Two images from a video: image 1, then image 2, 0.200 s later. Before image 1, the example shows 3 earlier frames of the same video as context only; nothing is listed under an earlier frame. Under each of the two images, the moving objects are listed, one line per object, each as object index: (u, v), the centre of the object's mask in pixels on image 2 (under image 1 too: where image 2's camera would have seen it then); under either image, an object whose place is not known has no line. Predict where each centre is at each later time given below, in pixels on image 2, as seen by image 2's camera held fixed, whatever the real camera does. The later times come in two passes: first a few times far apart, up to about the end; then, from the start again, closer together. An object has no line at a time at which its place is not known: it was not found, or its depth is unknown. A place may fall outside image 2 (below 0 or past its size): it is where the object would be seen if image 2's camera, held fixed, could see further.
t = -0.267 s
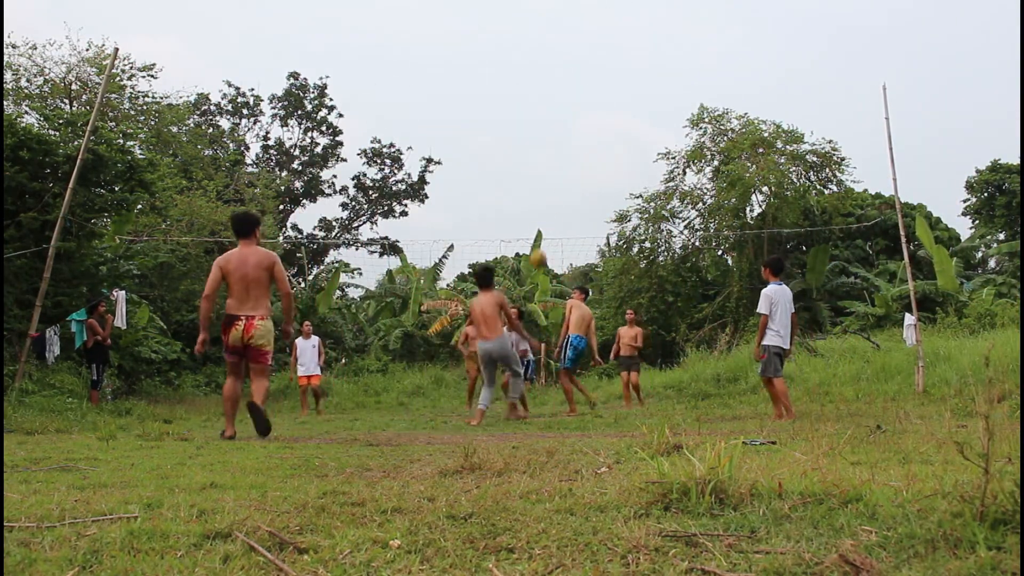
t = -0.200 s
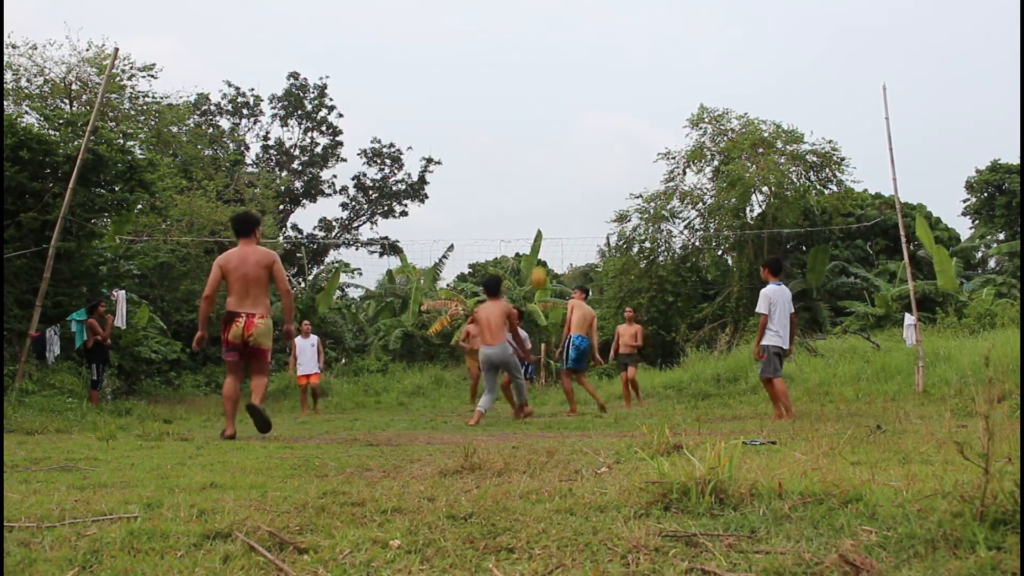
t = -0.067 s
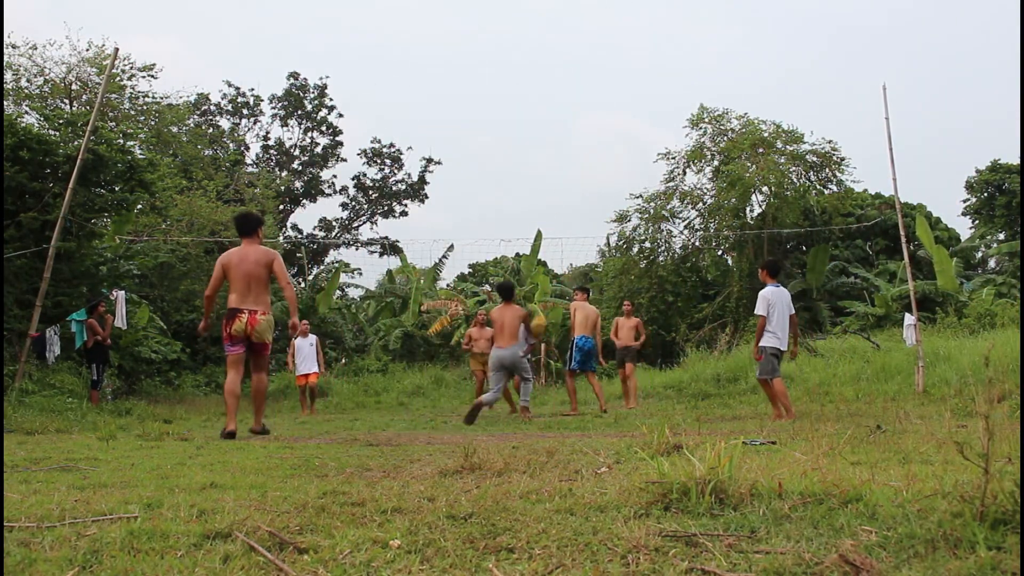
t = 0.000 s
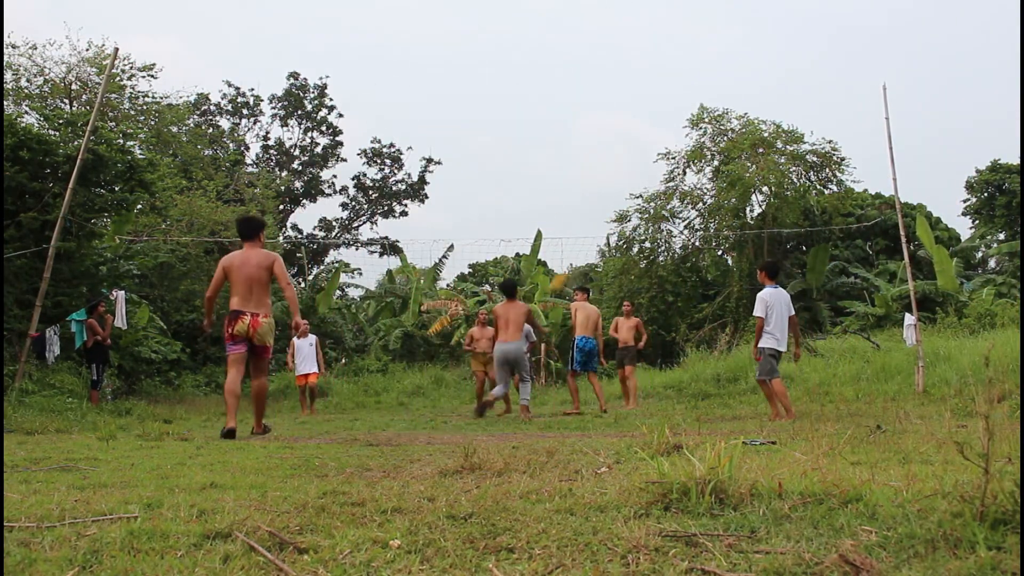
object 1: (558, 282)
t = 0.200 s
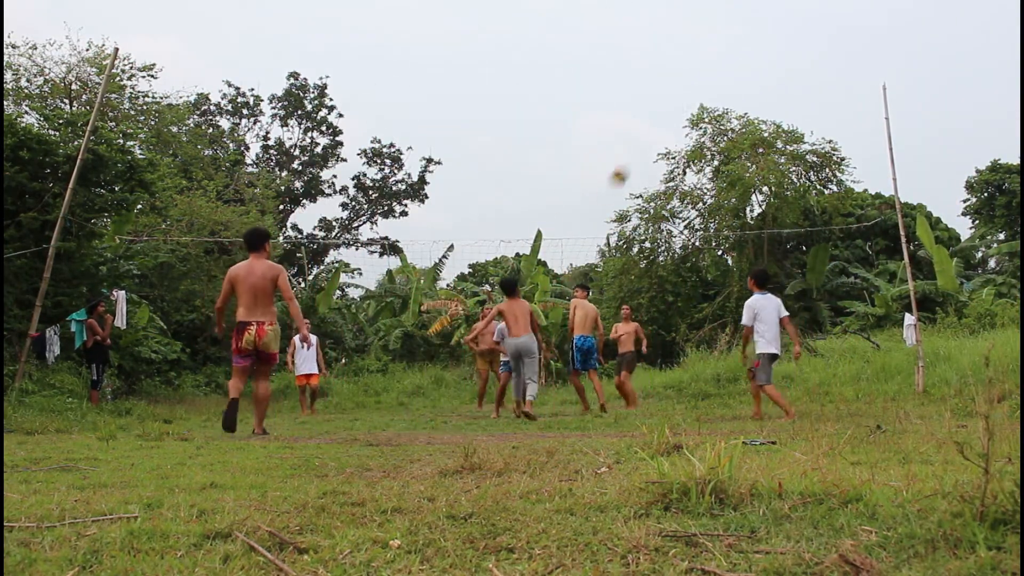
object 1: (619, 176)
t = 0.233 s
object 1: (630, 162)
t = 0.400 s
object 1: (678, 107)
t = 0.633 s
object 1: (745, 70)
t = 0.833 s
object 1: (803, 73)
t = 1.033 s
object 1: (863, 110)
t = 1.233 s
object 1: (922, 178)
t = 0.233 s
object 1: (630, 162)
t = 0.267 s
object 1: (639, 149)
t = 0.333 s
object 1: (659, 126)
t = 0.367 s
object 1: (668, 116)
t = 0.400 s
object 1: (678, 107)
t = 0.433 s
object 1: (688, 99)
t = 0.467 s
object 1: (698, 92)
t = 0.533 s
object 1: (717, 80)
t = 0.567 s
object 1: (726, 76)
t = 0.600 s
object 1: (736, 73)
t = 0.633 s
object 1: (745, 70)
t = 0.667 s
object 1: (755, 68)
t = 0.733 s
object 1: (775, 68)
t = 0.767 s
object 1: (785, 69)
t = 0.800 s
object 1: (794, 71)
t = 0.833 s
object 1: (803, 73)
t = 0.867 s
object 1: (813, 77)
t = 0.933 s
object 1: (833, 88)
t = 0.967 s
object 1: (843, 94)
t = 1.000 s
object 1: (853, 102)
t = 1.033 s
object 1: (863, 110)
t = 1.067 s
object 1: (872, 118)
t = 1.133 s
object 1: (892, 140)
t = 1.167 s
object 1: (903, 152)
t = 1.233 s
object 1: (922, 178)
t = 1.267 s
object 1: (931, 194)
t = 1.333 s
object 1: (950, 224)
